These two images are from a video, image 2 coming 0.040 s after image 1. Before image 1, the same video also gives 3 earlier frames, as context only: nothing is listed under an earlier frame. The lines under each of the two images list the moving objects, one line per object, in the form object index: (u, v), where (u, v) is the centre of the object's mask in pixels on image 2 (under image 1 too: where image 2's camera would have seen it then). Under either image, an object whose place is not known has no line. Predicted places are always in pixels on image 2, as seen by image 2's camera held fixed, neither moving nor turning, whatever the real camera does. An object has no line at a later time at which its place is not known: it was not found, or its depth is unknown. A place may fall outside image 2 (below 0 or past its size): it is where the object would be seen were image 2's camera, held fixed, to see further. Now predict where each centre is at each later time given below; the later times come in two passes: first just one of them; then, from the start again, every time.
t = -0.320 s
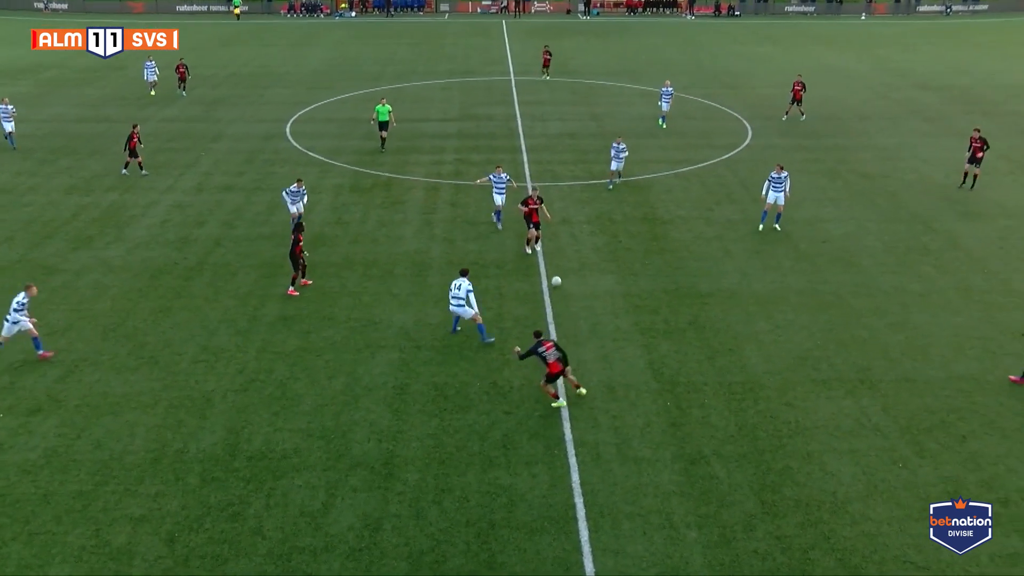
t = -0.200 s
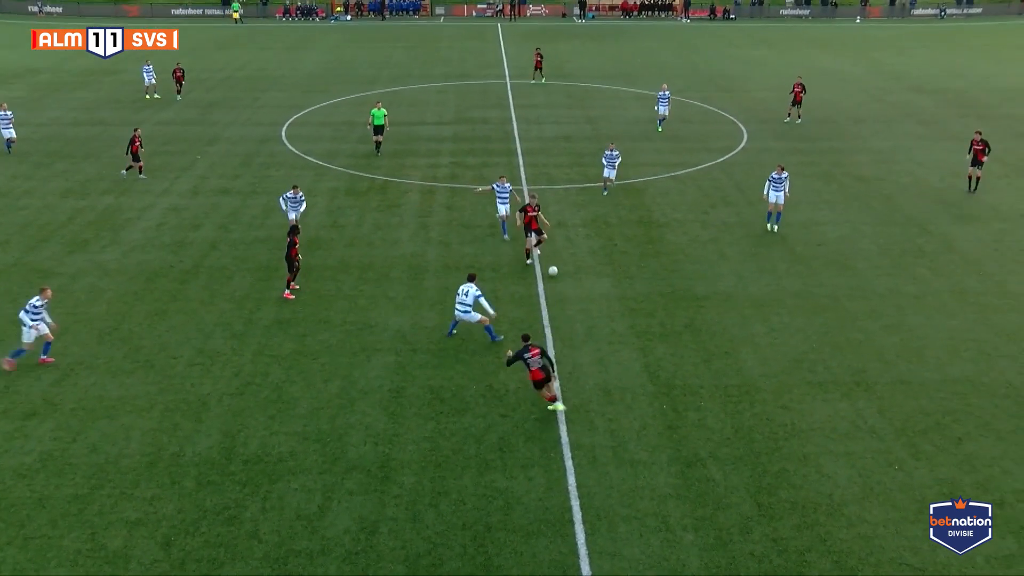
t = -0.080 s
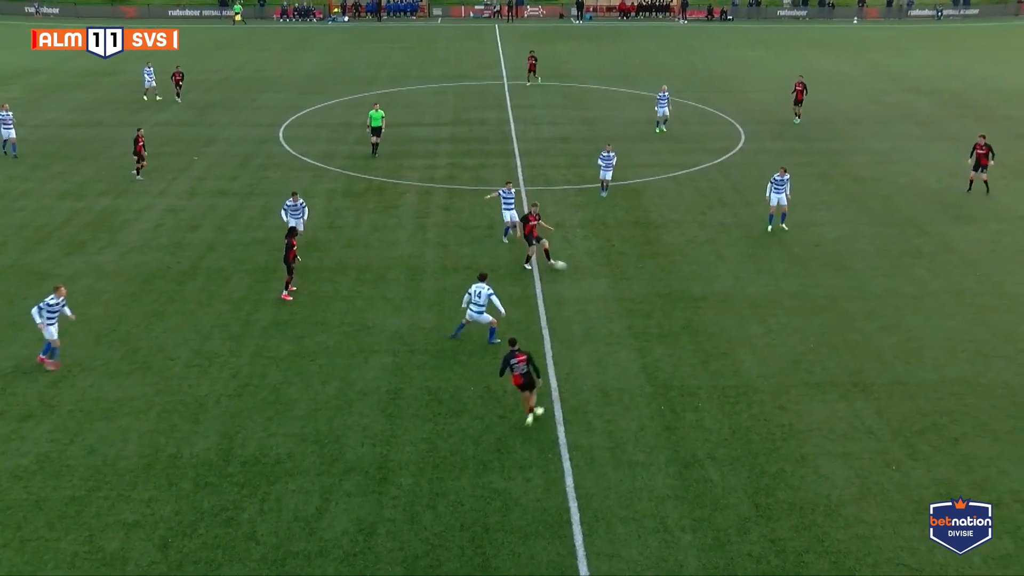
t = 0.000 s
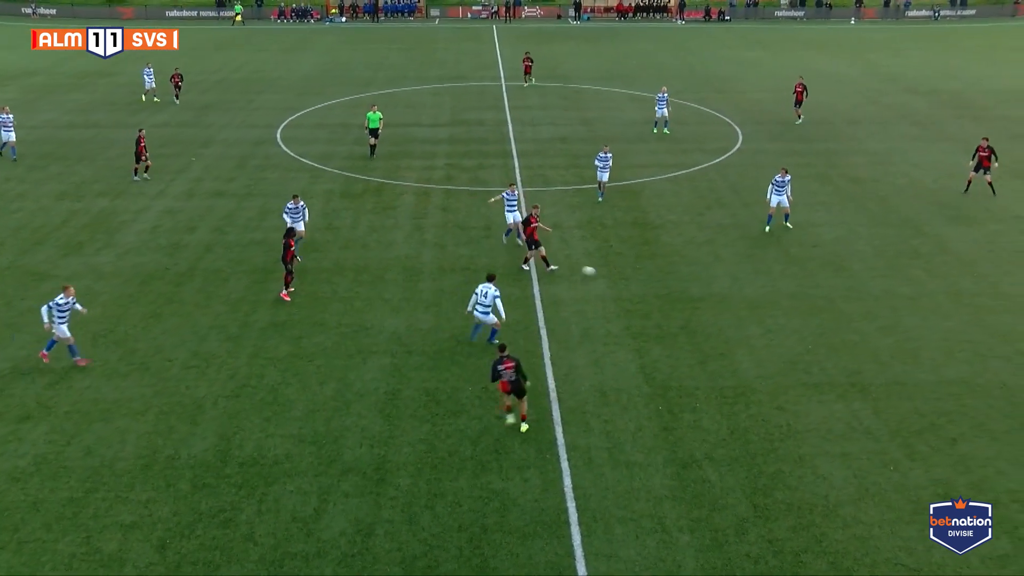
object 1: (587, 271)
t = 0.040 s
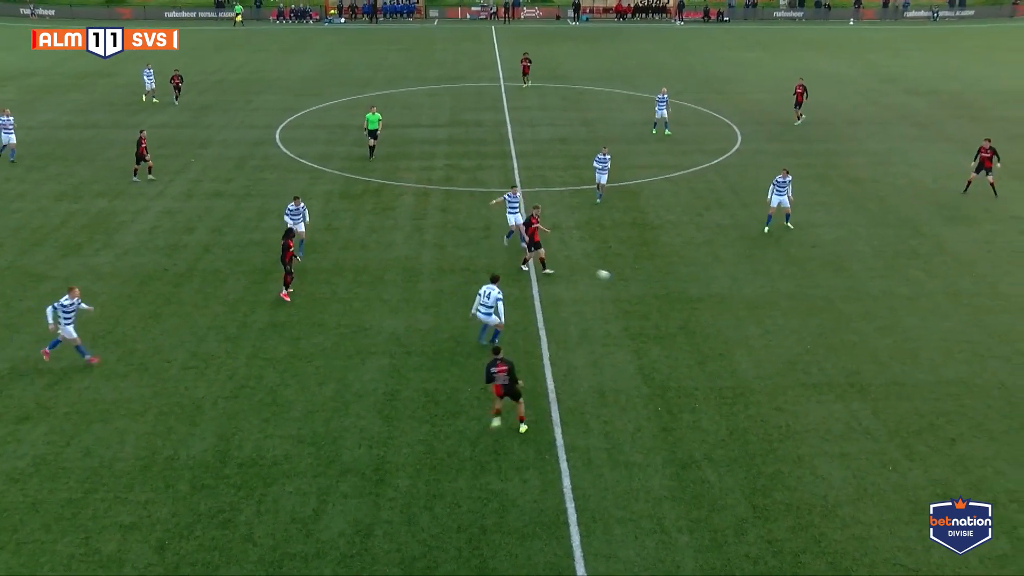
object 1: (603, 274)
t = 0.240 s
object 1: (685, 303)
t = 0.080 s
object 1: (619, 279)
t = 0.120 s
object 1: (635, 284)
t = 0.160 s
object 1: (652, 289)
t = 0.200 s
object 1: (669, 296)
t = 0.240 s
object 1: (685, 303)
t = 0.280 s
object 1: (701, 305)
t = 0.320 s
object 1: (717, 308)
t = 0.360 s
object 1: (733, 311)
